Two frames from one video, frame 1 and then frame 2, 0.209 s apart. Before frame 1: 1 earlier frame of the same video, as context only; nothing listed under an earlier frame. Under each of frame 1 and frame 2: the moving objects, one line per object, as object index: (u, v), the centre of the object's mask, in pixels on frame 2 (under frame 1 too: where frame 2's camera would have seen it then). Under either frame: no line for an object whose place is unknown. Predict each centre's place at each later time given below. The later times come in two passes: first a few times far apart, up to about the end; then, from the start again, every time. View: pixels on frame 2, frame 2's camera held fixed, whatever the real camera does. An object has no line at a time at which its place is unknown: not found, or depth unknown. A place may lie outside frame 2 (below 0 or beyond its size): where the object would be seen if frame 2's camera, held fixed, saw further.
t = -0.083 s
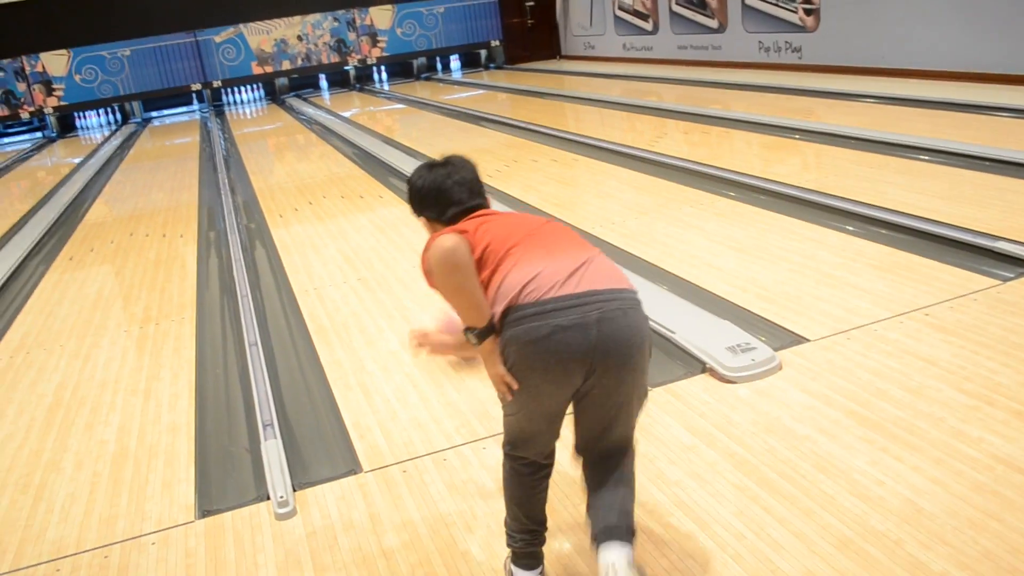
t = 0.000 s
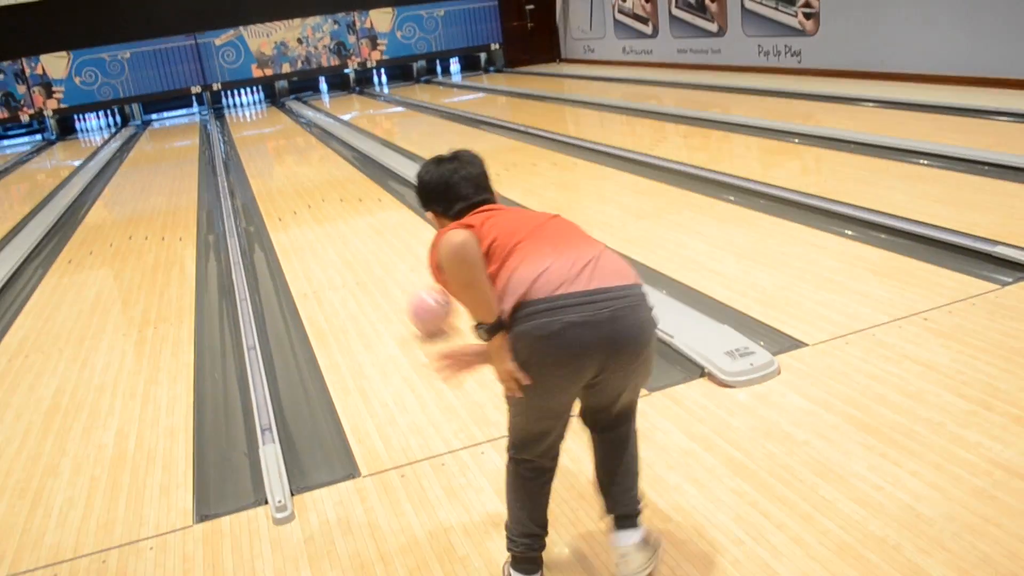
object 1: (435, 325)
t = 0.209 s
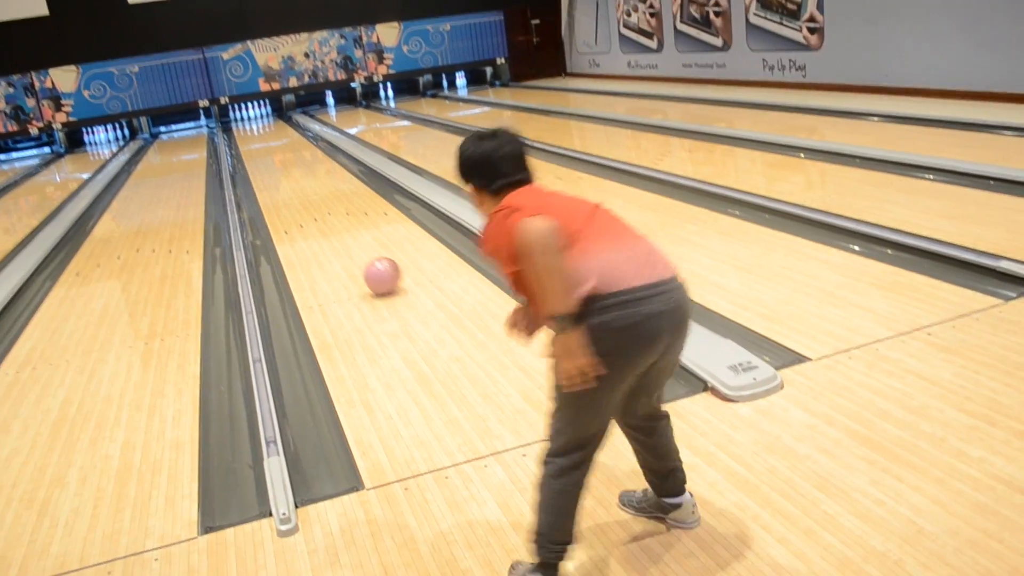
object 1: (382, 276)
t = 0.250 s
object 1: (374, 268)
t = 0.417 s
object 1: (347, 242)
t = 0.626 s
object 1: (321, 217)
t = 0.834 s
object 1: (302, 199)
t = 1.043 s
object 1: (287, 185)
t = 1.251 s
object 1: (276, 174)
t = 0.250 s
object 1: (374, 268)
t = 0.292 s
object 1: (366, 260)
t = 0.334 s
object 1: (359, 254)
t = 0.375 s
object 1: (353, 247)
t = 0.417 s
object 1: (347, 242)
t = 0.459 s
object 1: (341, 236)
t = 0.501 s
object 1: (336, 231)
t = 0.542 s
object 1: (331, 226)
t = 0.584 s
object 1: (326, 221)
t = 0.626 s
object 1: (321, 217)
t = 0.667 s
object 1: (317, 213)
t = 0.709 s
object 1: (313, 209)
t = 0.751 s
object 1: (309, 206)
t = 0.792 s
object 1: (306, 203)
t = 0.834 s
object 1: (302, 199)
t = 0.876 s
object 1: (299, 196)
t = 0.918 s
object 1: (296, 193)
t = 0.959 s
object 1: (293, 190)
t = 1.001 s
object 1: (290, 188)
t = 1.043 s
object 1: (287, 185)
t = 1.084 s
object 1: (285, 183)
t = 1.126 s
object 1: (282, 180)
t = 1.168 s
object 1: (280, 178)
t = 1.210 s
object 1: (278, 176)
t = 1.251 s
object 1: (276, 174)
